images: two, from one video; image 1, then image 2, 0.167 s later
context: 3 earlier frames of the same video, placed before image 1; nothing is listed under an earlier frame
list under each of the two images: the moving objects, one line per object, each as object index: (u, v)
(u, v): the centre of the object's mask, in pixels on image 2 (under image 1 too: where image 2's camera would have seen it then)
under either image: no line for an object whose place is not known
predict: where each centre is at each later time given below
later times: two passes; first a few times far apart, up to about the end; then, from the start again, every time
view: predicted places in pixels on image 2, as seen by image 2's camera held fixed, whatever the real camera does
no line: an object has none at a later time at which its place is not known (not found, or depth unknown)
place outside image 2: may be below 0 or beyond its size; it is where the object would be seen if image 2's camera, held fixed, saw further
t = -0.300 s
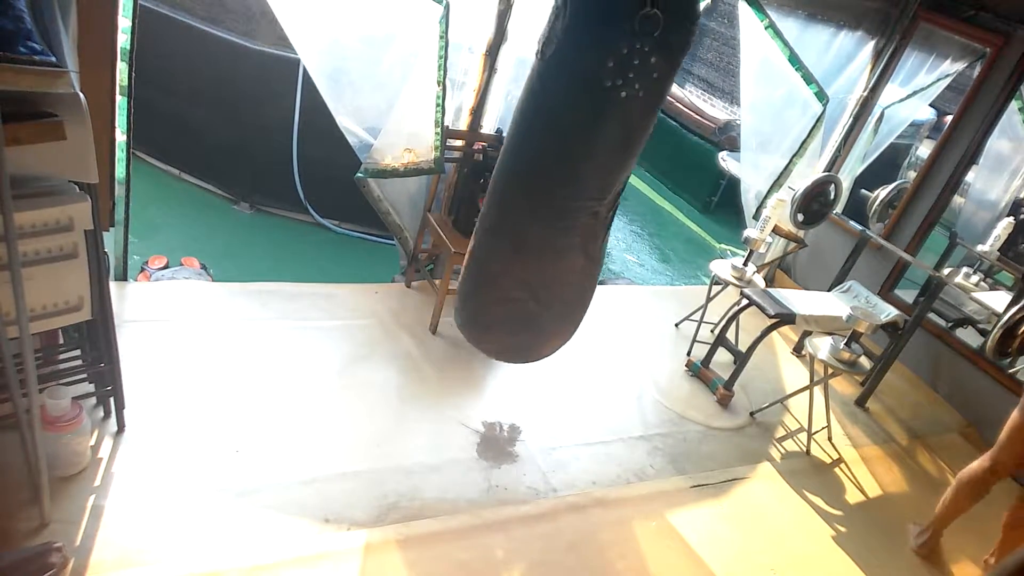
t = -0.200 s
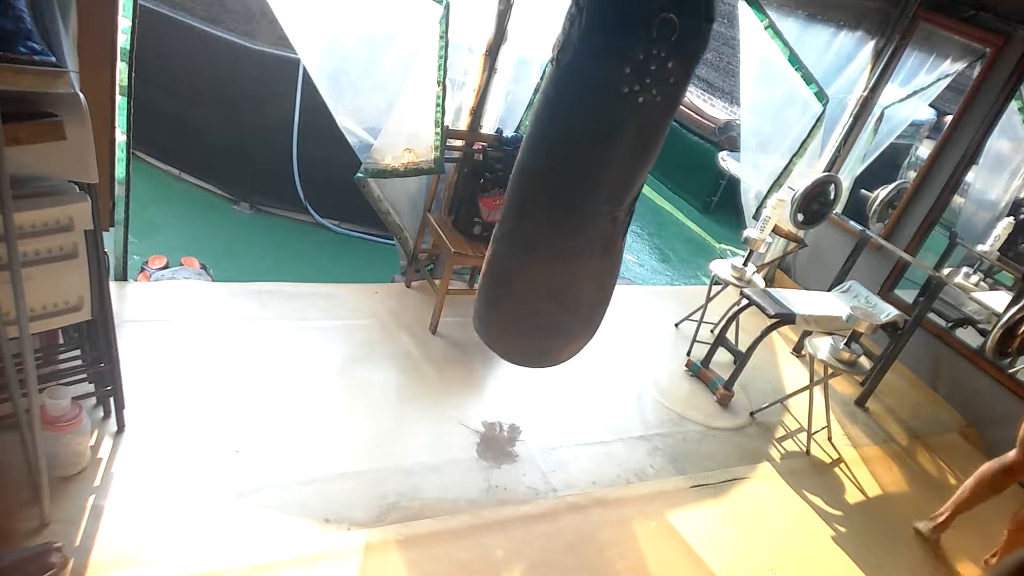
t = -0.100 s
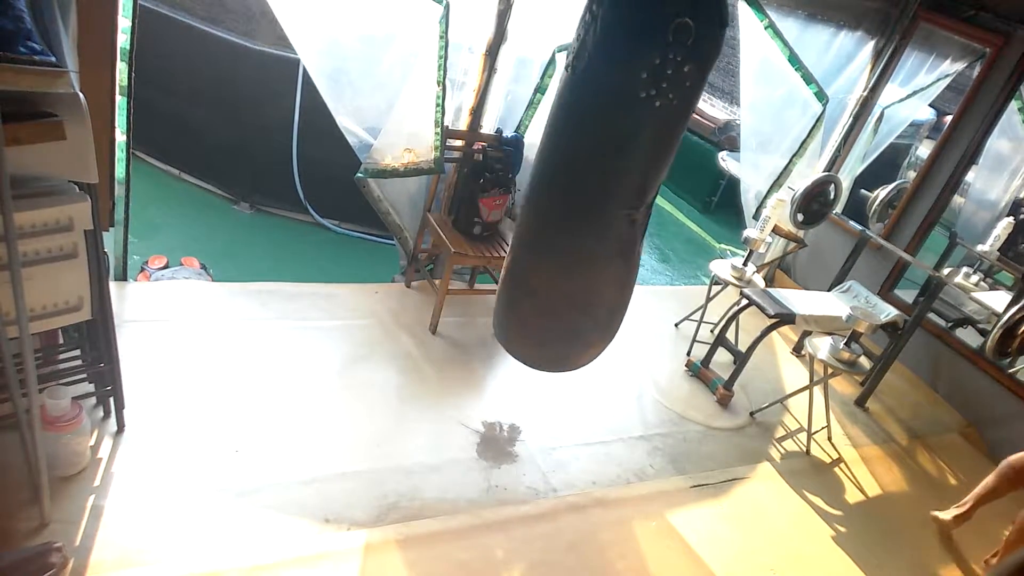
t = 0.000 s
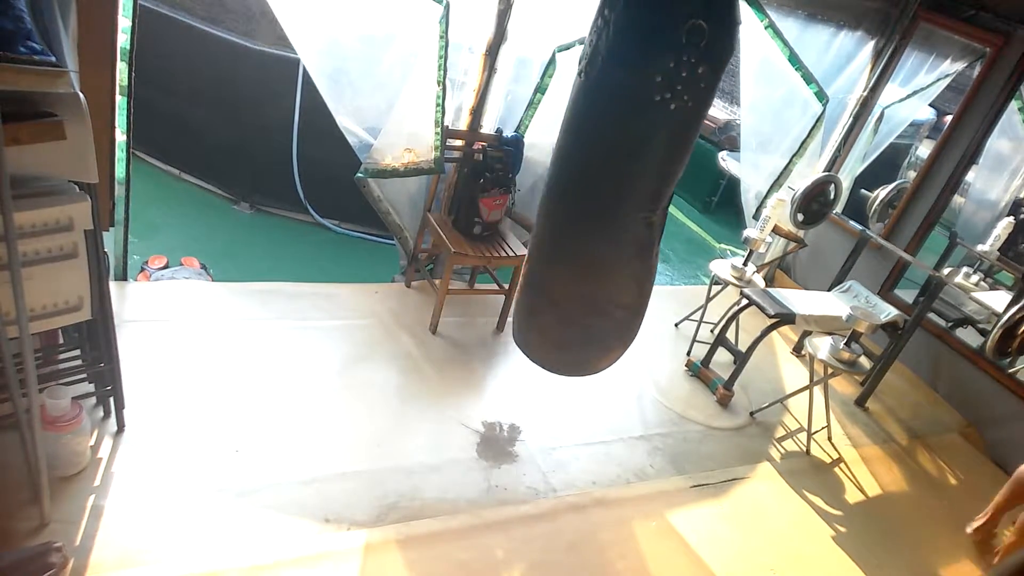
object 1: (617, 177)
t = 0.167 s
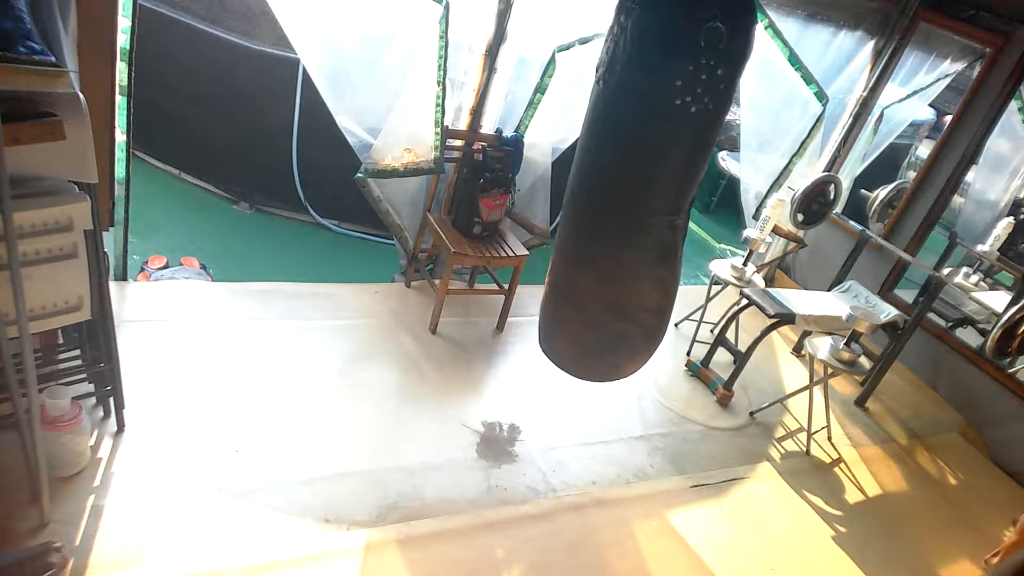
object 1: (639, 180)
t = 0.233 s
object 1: (646, 180)
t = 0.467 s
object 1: (656, 182)
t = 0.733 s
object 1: (639, 182)
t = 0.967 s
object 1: (607, 179)
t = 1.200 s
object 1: (568, 174)
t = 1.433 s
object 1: (534, 168)
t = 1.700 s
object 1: (517, 164)
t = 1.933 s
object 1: (527, 165)
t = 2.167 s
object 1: (555, 170)
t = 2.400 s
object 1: (594, 174)
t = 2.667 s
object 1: (633, 179)
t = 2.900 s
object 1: (653, 182)
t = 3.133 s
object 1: (650, 182)
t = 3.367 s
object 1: (628, 181)
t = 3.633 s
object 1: (586, 177)
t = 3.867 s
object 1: (548, 170)
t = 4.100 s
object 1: (523, 165)
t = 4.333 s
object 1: (519, 164)
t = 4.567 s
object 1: (537, 167)
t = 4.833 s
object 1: (577, 173)
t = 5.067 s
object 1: (615, 178)
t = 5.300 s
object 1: (643, 180)
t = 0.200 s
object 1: (643, 180)
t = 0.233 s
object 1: (646, 180)
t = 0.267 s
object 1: (649, 181)
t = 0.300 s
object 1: (651, 181)
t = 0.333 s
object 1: (653, 181)
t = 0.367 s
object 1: (654, 182)
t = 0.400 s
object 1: (656, 182)
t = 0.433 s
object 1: (656, 182)
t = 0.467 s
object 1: (656, 182)
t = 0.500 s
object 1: (655, 182)
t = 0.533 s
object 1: (654, 182)
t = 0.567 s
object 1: (652, 182)
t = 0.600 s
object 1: (651, 183)
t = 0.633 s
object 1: (649, 183)
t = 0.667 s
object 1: (646, 182)
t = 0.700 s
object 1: (643, 182)
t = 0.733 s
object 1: (639, 182)
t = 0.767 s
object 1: (636, 182)
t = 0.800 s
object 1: (632, 181)
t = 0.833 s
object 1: (627, 181)
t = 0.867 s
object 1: (623, 180)
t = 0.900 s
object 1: (618, 180)
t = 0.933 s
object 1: (613, 180)
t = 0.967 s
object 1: (607, 179)
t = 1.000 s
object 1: (602, 178)
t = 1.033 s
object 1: (596, 178)
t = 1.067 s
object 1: (590, 177)
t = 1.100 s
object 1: (584, 177)
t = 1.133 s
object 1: (579, 176)
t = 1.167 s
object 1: (573, 175)
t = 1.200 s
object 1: (568, 174)
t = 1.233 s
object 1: (562, 173)
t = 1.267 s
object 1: (557, 172)
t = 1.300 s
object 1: (551, 172)
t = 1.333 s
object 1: (547, 170)
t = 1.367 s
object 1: (542, 170)
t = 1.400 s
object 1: (538, 169)
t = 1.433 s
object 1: (534, 168)
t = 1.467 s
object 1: (531, 167)
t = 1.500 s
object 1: (527, 166)
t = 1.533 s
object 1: (524, 166)
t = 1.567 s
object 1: (522, 165)
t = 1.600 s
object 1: (520, 165)
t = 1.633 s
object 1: (518, 164)
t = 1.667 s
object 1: (517, 164)
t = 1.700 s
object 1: (517, 164)
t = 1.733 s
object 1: (517, 163)
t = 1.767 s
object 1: (518, 163)
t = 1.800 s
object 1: (519, 163)
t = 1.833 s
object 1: (520, 164)
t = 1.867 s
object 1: (522, 164)
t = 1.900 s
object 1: (524, 164)
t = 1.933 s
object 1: (527, 165)
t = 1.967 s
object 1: (530, 165)
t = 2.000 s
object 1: (533, 166)
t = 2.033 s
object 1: (537, 167)
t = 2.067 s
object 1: (541, 167)
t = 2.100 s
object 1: (545, 168)
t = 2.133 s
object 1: (550, 169)
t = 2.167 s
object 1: (555, 170)
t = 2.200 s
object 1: (561, 170)
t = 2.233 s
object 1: (566, 171)
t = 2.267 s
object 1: (572, 172)
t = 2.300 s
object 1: (578, 172)
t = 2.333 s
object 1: (583, 173)
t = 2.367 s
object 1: (589, 174)
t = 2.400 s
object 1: (594, 174)
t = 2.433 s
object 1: (600, 175)
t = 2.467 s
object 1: (605, 176)
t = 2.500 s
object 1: (610, 176)
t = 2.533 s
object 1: (615, 177)
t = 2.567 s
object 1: (620, 178)
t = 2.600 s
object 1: (625, 178)
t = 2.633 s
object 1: (630, 179)
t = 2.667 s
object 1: (633, 179)
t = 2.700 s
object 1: (637, 180)
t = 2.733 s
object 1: (641, 180)
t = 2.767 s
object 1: (645, 181)
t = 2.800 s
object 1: (647, 181)
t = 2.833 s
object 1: (650, 181)
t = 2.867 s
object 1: (651, 181)
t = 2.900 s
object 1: (653, 182)
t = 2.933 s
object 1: (654, 182)
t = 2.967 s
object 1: (655, 182)
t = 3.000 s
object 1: (654, 182)
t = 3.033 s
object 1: (654, 182)
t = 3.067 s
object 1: (653, 182)
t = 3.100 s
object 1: (652, 182)
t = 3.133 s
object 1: (650, 182)
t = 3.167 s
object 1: (648, 182)
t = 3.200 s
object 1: (645, 182)
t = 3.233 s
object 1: (643, 182)
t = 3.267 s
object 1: (640, 182)
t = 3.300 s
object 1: (636, 182)
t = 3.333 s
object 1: (632, 181)
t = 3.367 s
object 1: (628, 181)
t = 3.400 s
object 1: (623, 181)
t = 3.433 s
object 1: (618, 180)
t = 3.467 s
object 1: (613, 180)
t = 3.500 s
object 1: (607, 179)
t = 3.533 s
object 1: (602, 179)
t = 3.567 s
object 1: (597, 178)
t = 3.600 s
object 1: (591, 177)
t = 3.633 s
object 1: (586, 177)
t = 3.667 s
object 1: (580, 176)
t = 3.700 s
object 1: (575, 175)
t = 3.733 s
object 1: (569, 174)
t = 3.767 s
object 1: (563, 173)
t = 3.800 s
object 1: (558, 172)
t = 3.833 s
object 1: (553, 171)
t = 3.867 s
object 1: (548, 170)
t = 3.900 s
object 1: (543, 169)
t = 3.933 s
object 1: (539, 169)
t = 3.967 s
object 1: (535, 167)
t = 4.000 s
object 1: (532, 167)
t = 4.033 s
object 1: (528, 167)
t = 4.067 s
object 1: (525, 166)
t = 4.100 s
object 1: (523, 165)
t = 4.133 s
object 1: (521, 165)
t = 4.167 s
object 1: (520, 164)
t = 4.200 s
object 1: (519, 164)
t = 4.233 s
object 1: (518, 164)
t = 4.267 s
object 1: (518, 164)
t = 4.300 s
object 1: (519, 163)
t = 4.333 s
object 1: (519, 164)
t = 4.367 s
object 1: (521, 164)
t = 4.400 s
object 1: (522, 164)
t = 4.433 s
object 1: (524, 164)
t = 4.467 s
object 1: (527, 165)
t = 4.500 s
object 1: (531, 166)
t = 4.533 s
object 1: (534, 166)
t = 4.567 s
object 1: (537, 167)
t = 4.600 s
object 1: (541, 167)
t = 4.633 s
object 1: (546, 168)
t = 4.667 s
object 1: (550, 169)
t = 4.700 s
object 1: (555, 170)
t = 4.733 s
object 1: (560, 170)
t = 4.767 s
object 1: (566, 171)
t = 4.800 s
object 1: (571, 171)
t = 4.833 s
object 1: (577, 173)
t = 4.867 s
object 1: (582, 173)
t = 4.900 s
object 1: (588, 174)
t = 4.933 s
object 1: (594, 175)
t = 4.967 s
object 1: (599, 176)
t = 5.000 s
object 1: (604, 176)
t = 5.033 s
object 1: (609, 177)
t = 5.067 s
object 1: (615, 178)
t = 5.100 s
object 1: (619, 178)
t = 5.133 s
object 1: (624, 178)
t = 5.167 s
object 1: (628, 179)
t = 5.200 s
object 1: (633, 179)
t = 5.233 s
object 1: (637, 180)
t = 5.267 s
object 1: (640, 180)
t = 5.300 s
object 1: (643, 180)
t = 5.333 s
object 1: (646, 181)
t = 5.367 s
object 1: (648, 181)
